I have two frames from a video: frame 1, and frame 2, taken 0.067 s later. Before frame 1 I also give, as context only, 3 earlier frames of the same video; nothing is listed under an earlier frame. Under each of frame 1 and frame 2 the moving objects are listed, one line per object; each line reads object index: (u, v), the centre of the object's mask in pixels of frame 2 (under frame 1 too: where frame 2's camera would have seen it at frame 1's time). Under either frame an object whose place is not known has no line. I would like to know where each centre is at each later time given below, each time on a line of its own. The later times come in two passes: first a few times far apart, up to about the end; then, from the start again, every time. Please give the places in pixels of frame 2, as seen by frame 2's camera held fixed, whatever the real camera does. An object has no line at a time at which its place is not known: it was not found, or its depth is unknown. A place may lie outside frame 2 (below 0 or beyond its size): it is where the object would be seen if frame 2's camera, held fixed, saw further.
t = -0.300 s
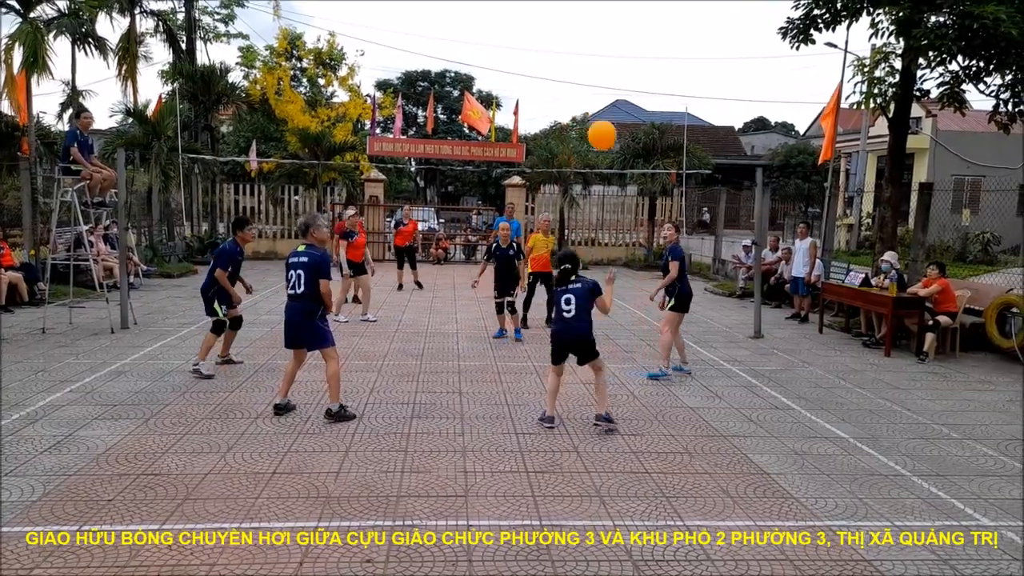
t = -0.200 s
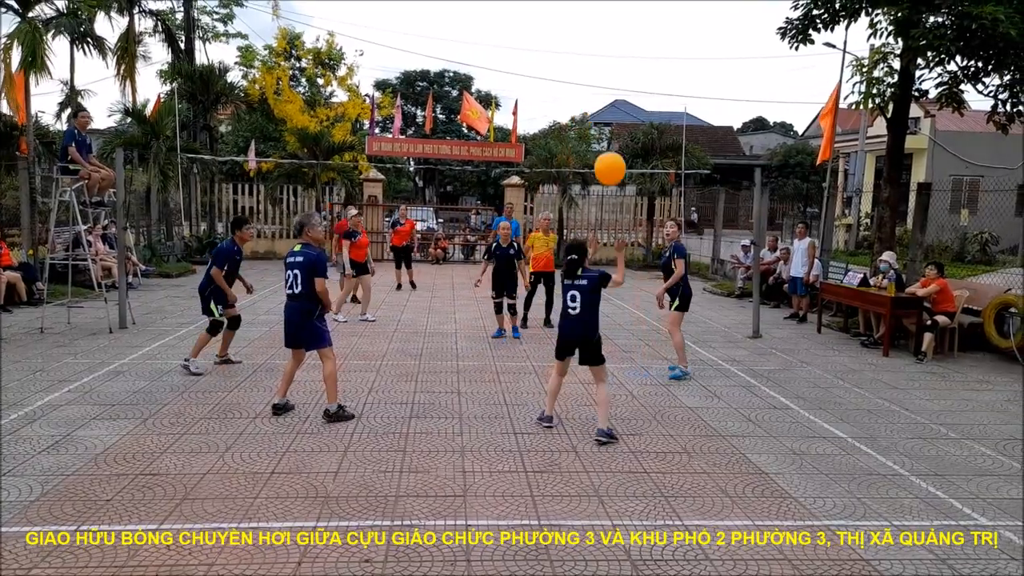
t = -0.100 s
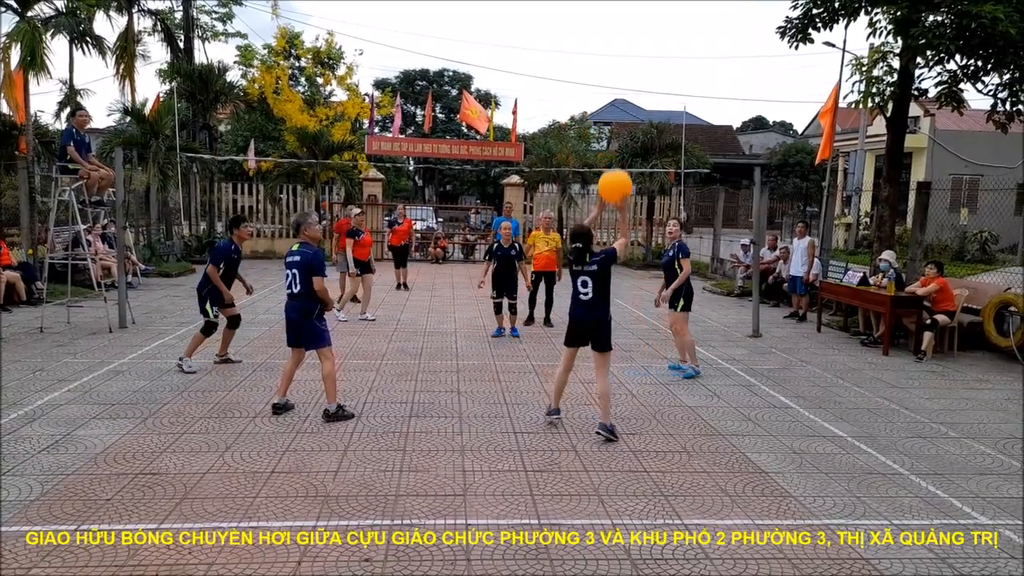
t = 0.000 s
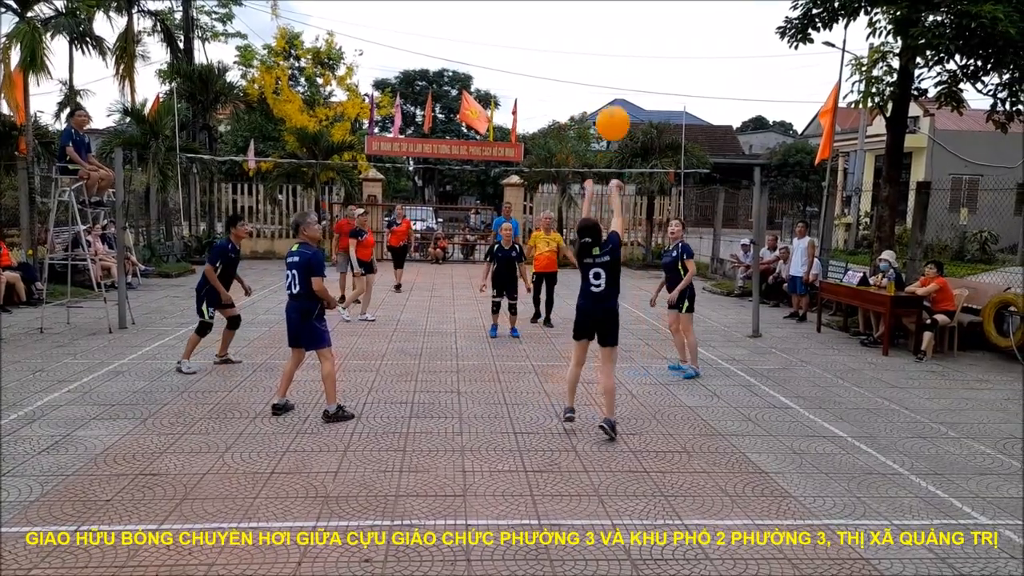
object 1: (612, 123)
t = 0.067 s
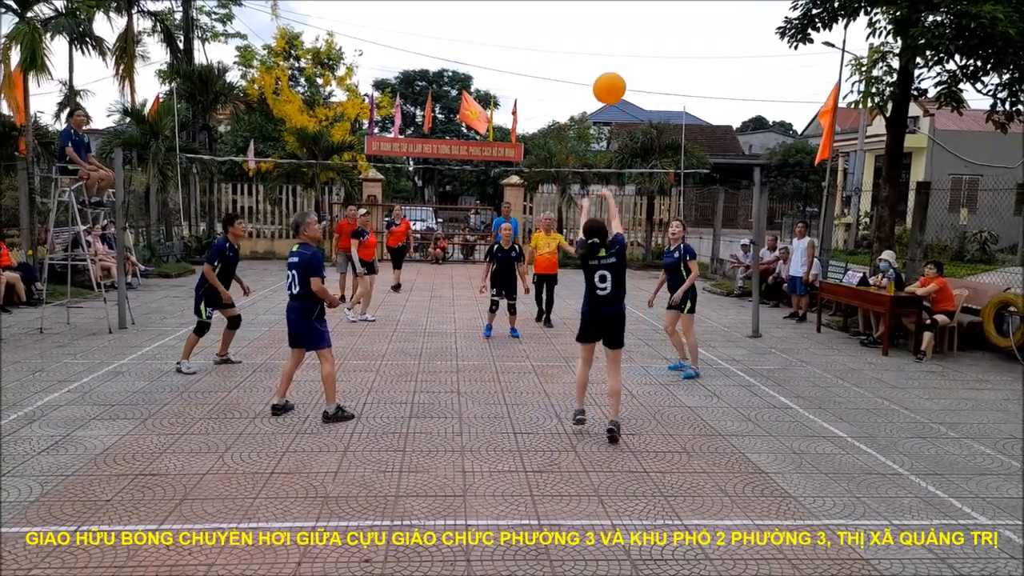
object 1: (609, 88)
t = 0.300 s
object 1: (597, 15)
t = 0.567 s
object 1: (582, 18)
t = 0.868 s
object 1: (563, 115)
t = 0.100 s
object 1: (607, 72)
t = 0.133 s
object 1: (606, 59)
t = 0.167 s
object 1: (604, 46)
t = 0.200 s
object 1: (602, 36)
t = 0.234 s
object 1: (600, 27)
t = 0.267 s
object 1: (599, 20)
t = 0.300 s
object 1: (597, 15)
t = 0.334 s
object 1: (596, 13)
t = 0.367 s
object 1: (594, 12)
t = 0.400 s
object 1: (592, 11)
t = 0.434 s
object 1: (590, 11)
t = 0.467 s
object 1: (588, 11)
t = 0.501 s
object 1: (586, 13)
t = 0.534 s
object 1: (584, 15)
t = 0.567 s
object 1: (582, 18)
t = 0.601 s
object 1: (581, 24)
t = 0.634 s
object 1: (579, 31)
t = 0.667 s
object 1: (577, 40)
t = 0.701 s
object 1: (574, 49)
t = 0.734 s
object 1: (572, 60)
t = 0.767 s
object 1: (570, 72)
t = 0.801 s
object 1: (568, 85)
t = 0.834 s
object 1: (566, 99)
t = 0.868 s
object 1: (563, 115)
